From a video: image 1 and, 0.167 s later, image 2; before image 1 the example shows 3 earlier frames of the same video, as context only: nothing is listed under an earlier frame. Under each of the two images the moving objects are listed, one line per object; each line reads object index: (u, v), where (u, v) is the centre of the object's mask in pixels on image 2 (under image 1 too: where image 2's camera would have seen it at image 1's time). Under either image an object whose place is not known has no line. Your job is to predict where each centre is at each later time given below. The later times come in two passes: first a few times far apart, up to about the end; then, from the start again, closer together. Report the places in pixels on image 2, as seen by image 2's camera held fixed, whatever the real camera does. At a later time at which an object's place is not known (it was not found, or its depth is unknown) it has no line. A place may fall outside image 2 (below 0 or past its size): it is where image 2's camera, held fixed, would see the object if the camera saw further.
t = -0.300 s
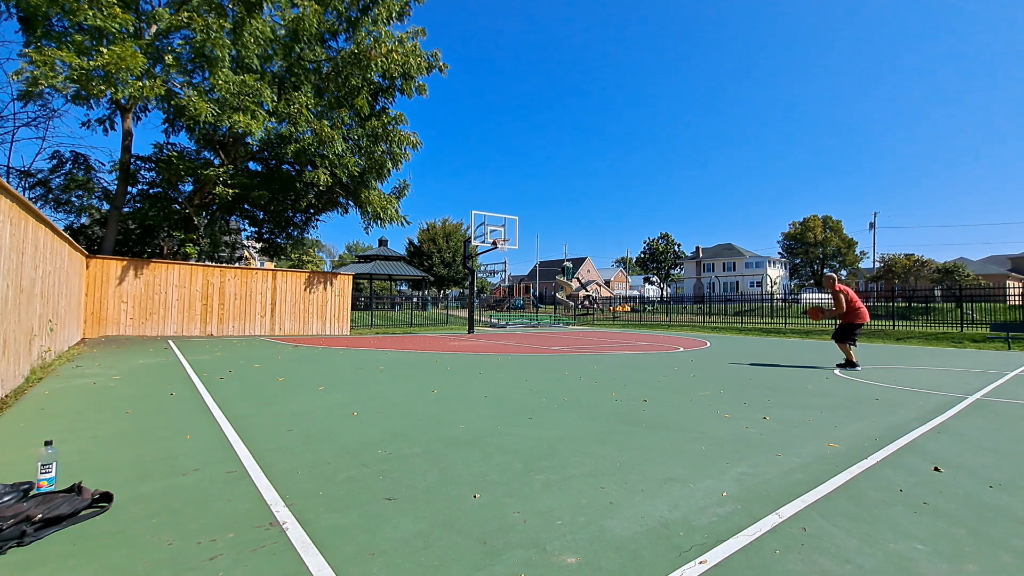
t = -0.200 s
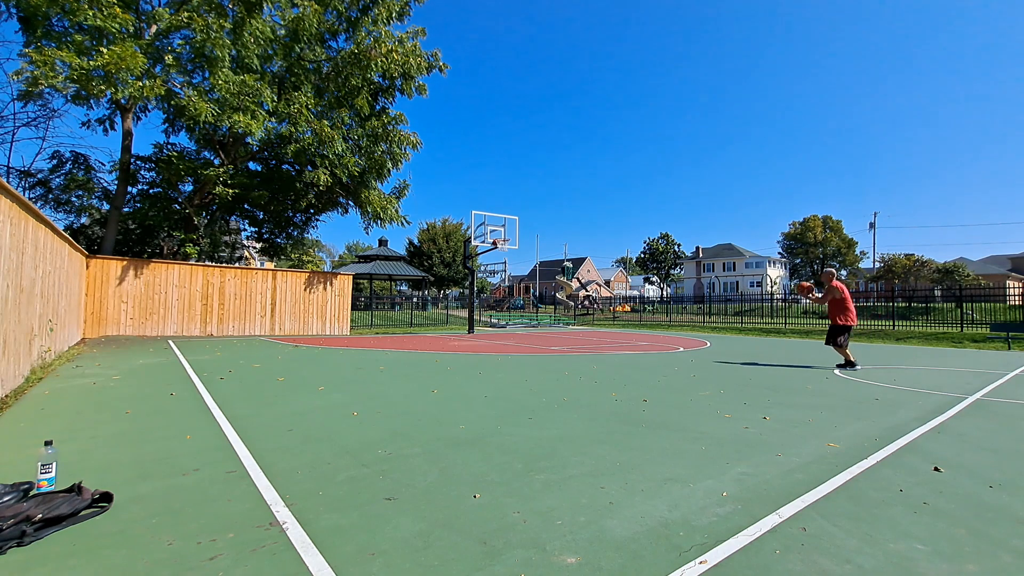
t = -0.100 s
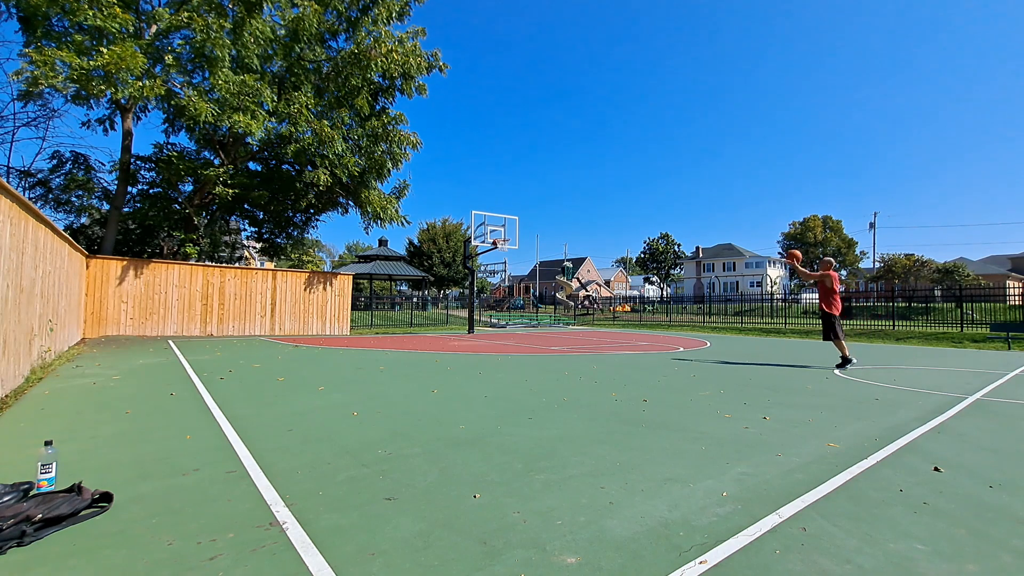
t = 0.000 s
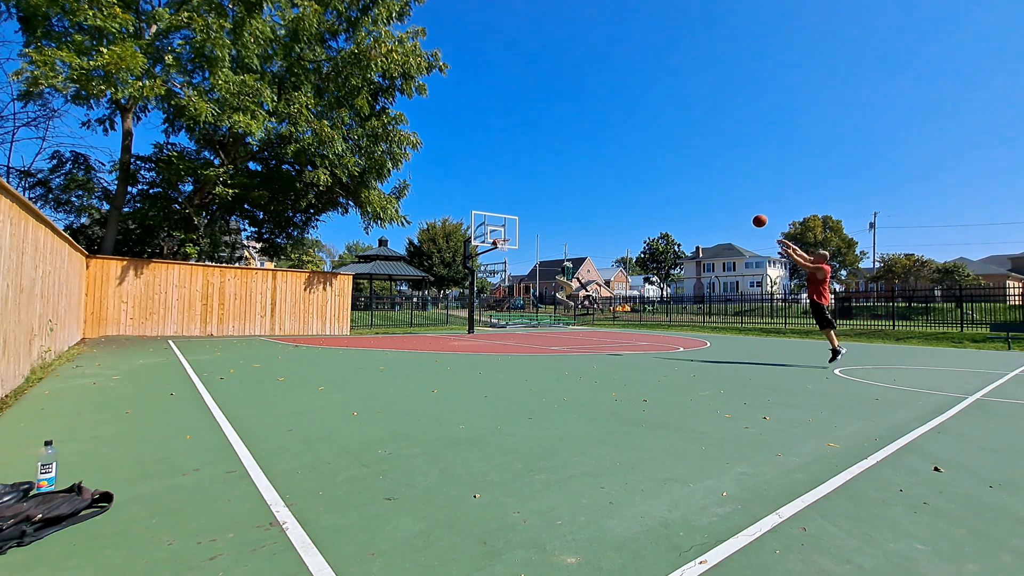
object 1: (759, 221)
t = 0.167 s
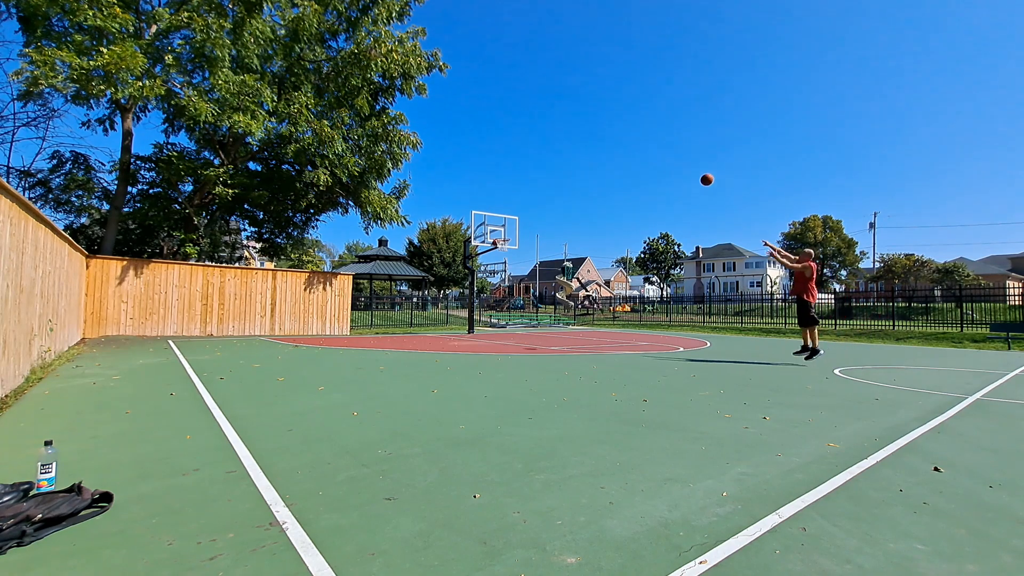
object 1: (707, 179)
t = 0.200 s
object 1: (697, 174)
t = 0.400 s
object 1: (648, 151)
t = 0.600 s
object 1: (607, 147)
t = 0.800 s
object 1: (573, 157)
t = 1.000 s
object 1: (543, 178)
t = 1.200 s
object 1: (516, 209)
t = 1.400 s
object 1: (492, 240)
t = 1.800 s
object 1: (432, 290)
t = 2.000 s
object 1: (400, 332)
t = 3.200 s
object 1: (207, 336)
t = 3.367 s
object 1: (174, 308)
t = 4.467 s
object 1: (170, 318)
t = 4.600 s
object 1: (182, 311)
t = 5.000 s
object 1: (216, 339)
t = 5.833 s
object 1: (278, 324)
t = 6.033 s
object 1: (291, 331)
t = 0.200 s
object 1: (697, 174)
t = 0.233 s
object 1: (688, 168)
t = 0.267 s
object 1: (680, 164)
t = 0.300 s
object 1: (671, 160)
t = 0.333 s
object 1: (663, 156)
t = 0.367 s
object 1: (655, 153)
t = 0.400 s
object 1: (648, 151)
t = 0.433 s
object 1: (640, 149)
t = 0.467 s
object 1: (633, 148)
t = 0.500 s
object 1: (626, 147)
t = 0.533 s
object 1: (620, 146)
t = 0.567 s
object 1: (613, 146)
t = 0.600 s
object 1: (607, 147)
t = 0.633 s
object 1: (601, 147)
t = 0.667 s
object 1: (595, 148)
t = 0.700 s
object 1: (589, 150)
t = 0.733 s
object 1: (583, 152)
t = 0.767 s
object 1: (578, 154)
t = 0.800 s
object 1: (573, 157)
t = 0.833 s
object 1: (567, 159)
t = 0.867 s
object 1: (562, 162)
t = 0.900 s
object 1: (557, 166)
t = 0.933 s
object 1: (552, 169)
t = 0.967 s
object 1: (547, 174)
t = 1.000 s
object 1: (543, 178)
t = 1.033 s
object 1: (538, 182)
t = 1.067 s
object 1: (533, 187)
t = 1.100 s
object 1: (529, 192)
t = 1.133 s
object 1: (525, 197)
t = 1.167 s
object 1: (520, 203)
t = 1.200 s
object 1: (516, 209)
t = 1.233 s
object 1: (512, 215)
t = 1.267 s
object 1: (508, 221)
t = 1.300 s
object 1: (504, 227)
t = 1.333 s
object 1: (499, 234)
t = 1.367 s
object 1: (495, 238)
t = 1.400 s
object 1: (492, 240)
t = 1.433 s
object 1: (487, 241)
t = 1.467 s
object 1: (482, 243)
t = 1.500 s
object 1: (477, 246)
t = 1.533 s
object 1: (473, 249)
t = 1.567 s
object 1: (468, 253)
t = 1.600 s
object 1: (463, 257)
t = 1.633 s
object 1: (458, 261)
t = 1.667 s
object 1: (453, 266)
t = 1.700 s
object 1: (448, 272)
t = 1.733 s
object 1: (442, 277)
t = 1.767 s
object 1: (437, 283)
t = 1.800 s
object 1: (432, 290)
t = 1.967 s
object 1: (405, 331)
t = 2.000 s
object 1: (400, 332)
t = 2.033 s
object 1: (396, 325)
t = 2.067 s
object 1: (391, 319)
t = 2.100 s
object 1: (387, 312)
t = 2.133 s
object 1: (383, 306)
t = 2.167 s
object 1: (379, 301)
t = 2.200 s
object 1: (374, 296)
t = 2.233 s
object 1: (370, 291)
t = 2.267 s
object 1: (365, 287)
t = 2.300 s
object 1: (361, 283)
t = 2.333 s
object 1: (357, 279)
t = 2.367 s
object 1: (352, 276)
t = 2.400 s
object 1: (347, 273)
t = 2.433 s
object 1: (342, 270)
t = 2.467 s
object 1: (337, 268)
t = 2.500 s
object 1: (332, 267)
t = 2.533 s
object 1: (327, 266)
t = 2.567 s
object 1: (321, 265)
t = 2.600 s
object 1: (316, 265)
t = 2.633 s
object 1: (311, 265)
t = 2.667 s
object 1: (306, 265)
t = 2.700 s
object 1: (300, 266)
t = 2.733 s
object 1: (294, 268)
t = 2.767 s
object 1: (289, 270)
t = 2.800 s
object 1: (283, 272)
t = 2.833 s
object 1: (277, 275)
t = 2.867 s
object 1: (271, 279)
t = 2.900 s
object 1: (265, 283)
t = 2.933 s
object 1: (259, 288)
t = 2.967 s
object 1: (252, 293)
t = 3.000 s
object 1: (246, 299)
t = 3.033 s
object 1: (240, 305)
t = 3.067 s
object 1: (233, 312)
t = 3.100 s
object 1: (227, 319)
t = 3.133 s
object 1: (220, 328)
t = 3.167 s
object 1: (213, 337)
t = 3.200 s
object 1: (207, 336)
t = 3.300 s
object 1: (188, 318)
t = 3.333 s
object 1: (181, 313)
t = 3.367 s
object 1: (174, 308)
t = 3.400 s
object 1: (167, 304)
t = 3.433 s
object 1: (160, 300)
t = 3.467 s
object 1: (154, 297)
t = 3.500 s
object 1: (146, 294)
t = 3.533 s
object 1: (139, 292)
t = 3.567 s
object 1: (132, 290)
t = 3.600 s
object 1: (124, 289)
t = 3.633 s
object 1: (116, 289)
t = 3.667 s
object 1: (109, 288)
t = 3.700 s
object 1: (101, 289)
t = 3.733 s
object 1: (93, 290)
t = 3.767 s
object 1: (85, 292)
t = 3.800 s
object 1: (76, 294)
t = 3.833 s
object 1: (71, 296)
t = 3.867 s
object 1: (77, 296)
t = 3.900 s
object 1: (84, 297)
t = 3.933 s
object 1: (90, 298)
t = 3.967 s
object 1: (96, 300)
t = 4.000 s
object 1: (103, 302)
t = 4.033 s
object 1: (109, 305)
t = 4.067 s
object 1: (114, 308)
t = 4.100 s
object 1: (120, 312)
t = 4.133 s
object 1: (127, 316)
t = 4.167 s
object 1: (132, 321)
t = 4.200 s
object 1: (138, 327)
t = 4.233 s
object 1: (143, 333)
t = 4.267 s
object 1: (149, 339)
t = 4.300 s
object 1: (153, 340)
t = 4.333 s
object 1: (156, 335)
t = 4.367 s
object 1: (160, 330)
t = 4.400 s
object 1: (163, 326)
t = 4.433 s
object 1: (166, 322)
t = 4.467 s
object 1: (170, 318)
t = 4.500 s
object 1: (173, 316)
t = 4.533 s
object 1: (176, 314)
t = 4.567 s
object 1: (179, 312)
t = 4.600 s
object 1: (182, 311)
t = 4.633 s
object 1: (185, 311)
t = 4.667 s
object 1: (188, 311)
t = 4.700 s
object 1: (191, 311)
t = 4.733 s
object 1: (194, 312)
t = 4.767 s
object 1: (197, 314)
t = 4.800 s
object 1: (200, 316)
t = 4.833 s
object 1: (202, 319)
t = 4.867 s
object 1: (205, 322)
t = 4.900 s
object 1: (208, 326)
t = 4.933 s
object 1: (211, 329)
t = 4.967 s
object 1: (213, 334)
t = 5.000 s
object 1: (216, 339)
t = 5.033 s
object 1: (218, 336)
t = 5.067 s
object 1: (221, 332)
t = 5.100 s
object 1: (224, 329)
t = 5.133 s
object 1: (227, 326)
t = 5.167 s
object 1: (229, 323)
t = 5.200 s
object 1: (233, 321)
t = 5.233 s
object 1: (235, 320)
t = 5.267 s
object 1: (238, 320)
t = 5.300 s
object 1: (241, 319)
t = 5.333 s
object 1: (243, 319)
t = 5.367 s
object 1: (246, 320)
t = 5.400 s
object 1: (249, 321)
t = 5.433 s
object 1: (251, 323)
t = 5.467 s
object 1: (254, 325)
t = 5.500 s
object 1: (255, 328)
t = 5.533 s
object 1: (258, 331)
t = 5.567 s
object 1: (260, 335)
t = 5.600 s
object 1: (263, 337)
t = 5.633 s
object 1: (265, 334)
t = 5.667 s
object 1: (267, 331)
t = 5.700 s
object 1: (269, 329)
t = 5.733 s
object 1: (272, 327)
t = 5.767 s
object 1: (274, 326)
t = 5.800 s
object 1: (276, 325)
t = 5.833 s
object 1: (278, 324)
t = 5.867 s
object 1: (281, 324)
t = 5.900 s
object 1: (283, 325)
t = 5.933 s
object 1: (285, 326)
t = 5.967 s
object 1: (287, 327)
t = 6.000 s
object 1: (290, 329)
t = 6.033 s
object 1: (291, 331)
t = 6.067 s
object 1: (293, 334)
